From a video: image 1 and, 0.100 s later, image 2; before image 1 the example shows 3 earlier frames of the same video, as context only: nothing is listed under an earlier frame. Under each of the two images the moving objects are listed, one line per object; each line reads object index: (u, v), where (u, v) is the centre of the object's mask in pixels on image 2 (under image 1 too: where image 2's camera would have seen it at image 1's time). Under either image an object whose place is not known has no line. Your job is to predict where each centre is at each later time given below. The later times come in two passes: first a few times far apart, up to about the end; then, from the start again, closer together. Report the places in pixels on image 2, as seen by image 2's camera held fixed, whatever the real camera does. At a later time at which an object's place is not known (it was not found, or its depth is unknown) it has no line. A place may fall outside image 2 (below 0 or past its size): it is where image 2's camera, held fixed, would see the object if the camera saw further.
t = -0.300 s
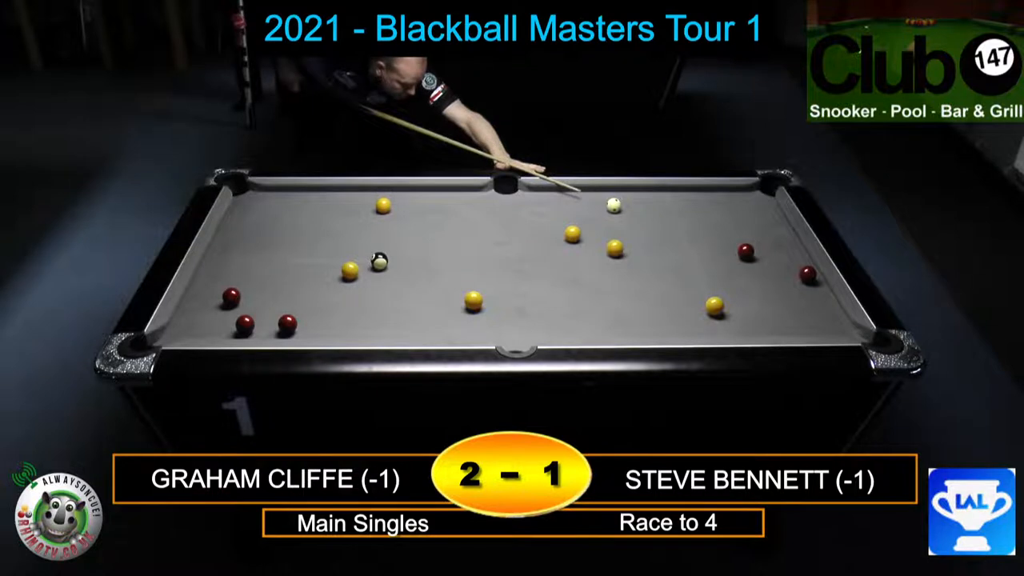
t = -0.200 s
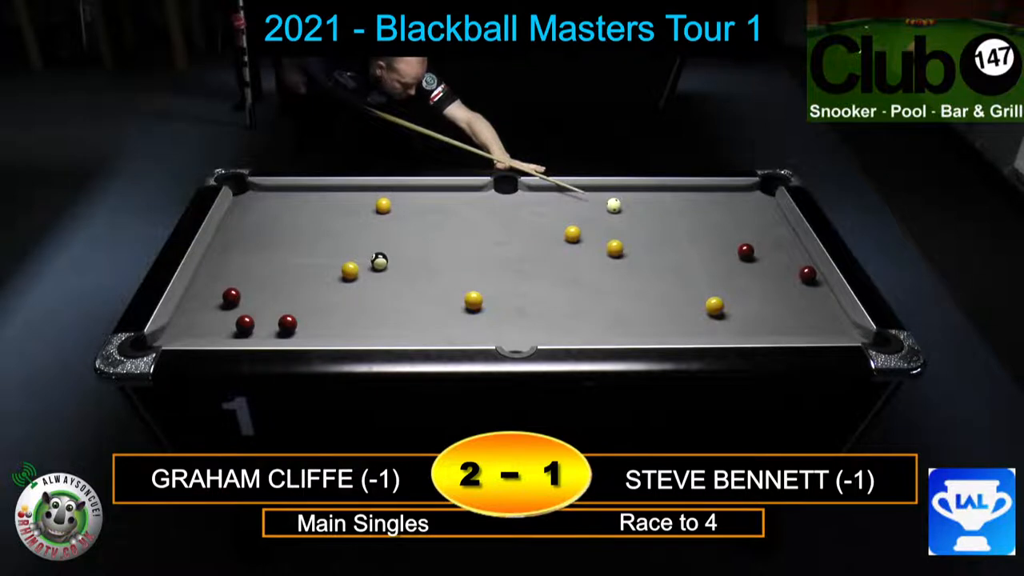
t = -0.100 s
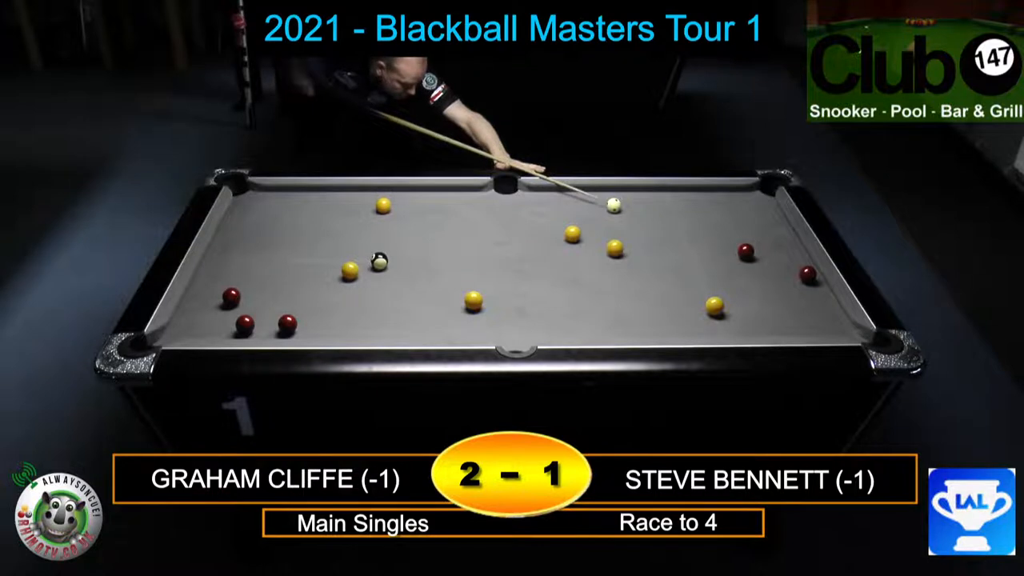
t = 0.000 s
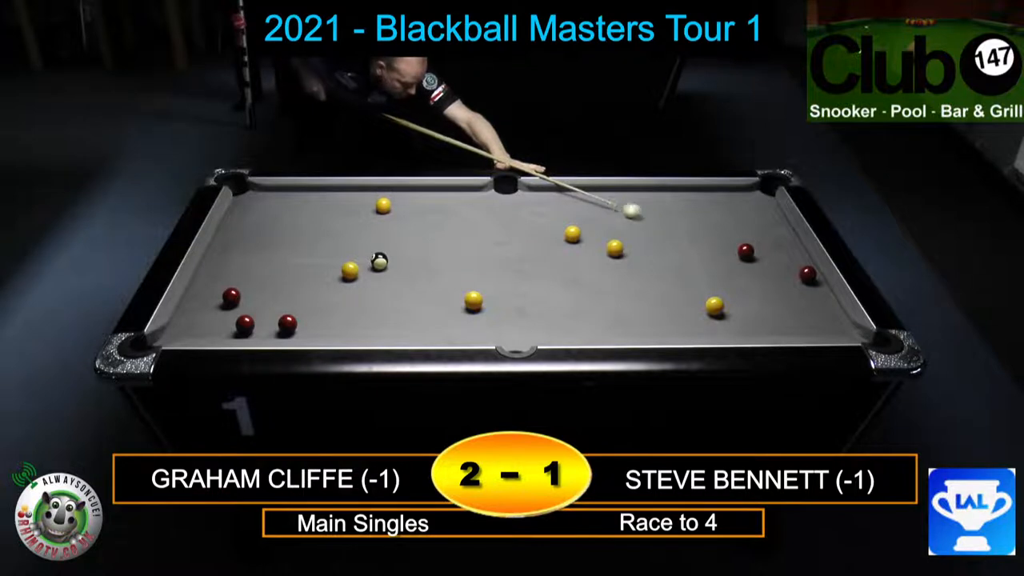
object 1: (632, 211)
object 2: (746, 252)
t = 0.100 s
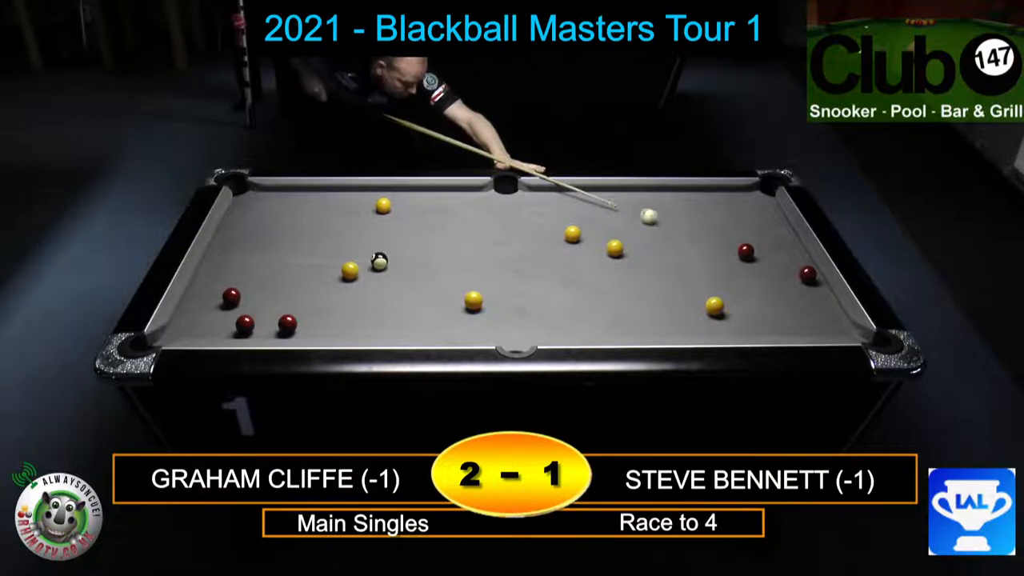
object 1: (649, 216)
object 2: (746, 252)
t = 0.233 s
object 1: (681, 227)
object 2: (746, 252)
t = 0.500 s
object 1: (732, 243)
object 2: (746, 252)
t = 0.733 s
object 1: (756, 243)
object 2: (766, 265)
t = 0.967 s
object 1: (776, 242)
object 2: (784, 278)
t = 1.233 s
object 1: (793, 240)
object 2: (805, 293)
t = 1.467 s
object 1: (781, 240)
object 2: (821, 305)
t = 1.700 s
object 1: (769, 239)
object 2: (837, 318)
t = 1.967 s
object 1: (756, 238)
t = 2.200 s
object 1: (746, 238)
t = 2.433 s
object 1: (739, 237)
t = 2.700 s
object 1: (732, 237)
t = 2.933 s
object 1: (726, 237)
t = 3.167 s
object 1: (722, 238)
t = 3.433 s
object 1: (718, 238)
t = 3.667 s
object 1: (717, 238)
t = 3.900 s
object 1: (716, 238)
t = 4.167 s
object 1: (716, 238)
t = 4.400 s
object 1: (716, 238)
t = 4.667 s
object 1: (716, 238)
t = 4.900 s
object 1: (716, 238)
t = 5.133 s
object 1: (716, 238)
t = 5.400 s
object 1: (716, 238)
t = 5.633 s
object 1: (716, 238)
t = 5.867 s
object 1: (716, 238)
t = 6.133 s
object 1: (716, 238)
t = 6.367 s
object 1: (716, 238)
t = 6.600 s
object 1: (716, 238)
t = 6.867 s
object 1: (716, 238)
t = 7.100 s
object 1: (716, 238)
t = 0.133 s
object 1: (657, 219)
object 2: (746, 252)
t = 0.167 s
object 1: (666, 222)
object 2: (746, 252)
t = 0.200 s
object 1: (674, 225)
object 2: (746, 252)
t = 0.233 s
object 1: (681, 227)
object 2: (746, 252)
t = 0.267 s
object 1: (685, 228)
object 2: (746, 252)
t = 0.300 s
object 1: (691, 230)
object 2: (746, 252)
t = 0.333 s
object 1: (699, 233)
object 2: (746, 252)
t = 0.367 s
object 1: (708, 236)
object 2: (746, 252)
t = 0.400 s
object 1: (716, 238)
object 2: (746, 252)
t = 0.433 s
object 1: (723, 241)
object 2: (746, 252)
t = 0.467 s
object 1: (726, 242)
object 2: (746, 252)
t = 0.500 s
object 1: (732, 243)
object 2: (746, 252)
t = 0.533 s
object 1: (737, 244)
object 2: (749, 254)
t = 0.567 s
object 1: (741, 243)
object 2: (752, 256)
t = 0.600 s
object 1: (745, 243)
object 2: (756, 258)
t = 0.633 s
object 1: (748, 243)
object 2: (759, 260)
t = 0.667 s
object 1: (750, 243)
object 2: (760, 262)
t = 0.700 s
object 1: (752, 243)
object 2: (762, 263)
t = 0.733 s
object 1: (756, 243)
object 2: (766, 265)
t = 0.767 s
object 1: (760, 243)
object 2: (769, 266)
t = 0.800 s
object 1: (763, 243)
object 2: (772, 270)
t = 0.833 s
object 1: (765, 243)
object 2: (774, 272)
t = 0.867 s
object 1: (767, 242)
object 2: (776, 272)
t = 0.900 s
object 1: (770, 242)
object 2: (778, 274)
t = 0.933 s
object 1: (773, 242)
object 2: (781, 276)
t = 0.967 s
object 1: (776, 242)
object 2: (784, 278)
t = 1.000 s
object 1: (779, 241)
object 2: (787, 281)
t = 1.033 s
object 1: (782, 241)
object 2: (790, 282)
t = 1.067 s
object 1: (784, 241)
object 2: (791, 283)
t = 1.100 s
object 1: (786, 241)
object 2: (793, 285)
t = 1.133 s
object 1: (789, 241)
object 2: (796, 287)
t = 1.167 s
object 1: (792, 240)
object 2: (799, 289)
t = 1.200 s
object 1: (794, 240)
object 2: (802, 292)
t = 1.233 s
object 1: (793, 240)
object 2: (805, 293)
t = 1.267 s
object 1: (792, 240)
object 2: (806, 294)
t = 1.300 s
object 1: (790, 240)
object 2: (809, 296)
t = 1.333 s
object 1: (788, 240)
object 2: (812, 299)
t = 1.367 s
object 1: (785, 240)
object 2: (815, 301)
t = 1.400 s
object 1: (783, 240)
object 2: (818, 303)
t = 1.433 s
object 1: (782, 240)
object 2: (820, 305)
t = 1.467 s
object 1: (781, 240)
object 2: (821, 305)
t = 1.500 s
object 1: (779, 239)
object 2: (823, 307)
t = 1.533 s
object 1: (777, 239)
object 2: (826, 309)
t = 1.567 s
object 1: (775, 239)
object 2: (829, 311)
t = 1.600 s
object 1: (773, 239)
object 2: (832, 313)
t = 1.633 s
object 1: (771, 239)
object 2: (834, 315)
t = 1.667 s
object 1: (770, 239)
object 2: (835, 316)
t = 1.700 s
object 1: (769, 239)
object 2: (837, 318)
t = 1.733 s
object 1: (767, 239)
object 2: (840, 319)
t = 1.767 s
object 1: (764, 239)
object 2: (843, 322)
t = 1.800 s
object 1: (763, 239)
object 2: (846, 324)
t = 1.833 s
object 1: (762, 239)
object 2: (848, 326)
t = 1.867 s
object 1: (761, 238)
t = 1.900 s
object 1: (759, 238)
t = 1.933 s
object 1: (758, 238)
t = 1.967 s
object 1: (756, 238)
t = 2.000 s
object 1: (754, 238)
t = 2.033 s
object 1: (753, 238)
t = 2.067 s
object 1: (752, 238)
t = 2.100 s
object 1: (751, 238)
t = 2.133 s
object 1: (749, 238)
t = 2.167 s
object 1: (748, 238)
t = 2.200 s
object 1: (746, 238)
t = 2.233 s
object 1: (745, 237)
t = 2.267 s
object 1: (744, 237)
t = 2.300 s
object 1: (743, 238)
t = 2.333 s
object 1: (742, 237)
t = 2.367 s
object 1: (741, 237)
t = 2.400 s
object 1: (739, 237)
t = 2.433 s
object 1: (739, 237)
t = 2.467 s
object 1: (738, 238)
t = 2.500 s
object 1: (737, 238)
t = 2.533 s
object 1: (736, 238)
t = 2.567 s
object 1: (735, 238)
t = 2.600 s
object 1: (734, 237)
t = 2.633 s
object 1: (733, 237)
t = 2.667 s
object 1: (732, 237)
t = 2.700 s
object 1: (732, 237)
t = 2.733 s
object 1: (730, 238)
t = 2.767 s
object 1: (729, 238)
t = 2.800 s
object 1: (728, 237)
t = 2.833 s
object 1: (728, 237)
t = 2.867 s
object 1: (728, 237)
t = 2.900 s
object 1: (727, 237)
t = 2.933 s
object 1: (726, 237)
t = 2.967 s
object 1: (725, 237)
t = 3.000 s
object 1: (724, 237)
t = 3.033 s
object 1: (724, 237)
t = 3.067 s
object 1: (724, 238)
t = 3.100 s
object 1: (723, 238)
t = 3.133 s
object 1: (722, 238)
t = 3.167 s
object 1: (722, 238)
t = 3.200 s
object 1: (721, 238)
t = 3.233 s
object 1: (721, 238)
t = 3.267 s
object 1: (721, 238)
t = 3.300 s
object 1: (720, 238)
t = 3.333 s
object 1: (719, 238)
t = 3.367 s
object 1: (719, 238)
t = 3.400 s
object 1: (719, 238)
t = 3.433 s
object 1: (718, 238)
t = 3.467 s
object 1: (718, 238)
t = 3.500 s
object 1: (718, 238)
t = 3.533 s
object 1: (718, 238)
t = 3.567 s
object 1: (717, 238)
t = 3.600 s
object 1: (717, 238)
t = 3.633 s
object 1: (717, 238)
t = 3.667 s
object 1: (717, 238)
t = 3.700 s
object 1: (717, 238)
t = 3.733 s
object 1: (717, 238)
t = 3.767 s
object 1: (717, 238)
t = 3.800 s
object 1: (716, 238)
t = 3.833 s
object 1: (716, 238)
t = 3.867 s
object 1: (716, 238)
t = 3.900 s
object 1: (716, 238)
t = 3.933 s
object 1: (716, 238)
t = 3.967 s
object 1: (716, 238)
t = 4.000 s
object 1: (716, 238)
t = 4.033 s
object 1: (716, 238)
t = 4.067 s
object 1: (716, 238)
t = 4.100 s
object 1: (716, 238)
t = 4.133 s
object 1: (716, 238)
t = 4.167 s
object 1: (716, 238)
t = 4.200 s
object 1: (716, 238)
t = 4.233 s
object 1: (716, 238)
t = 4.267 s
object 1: (716, 238)
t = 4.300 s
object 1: (716, 238)
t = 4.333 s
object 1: (716, 238)
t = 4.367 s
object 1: (716, 238)
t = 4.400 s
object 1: (716, 238)
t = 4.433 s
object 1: (716, 238)
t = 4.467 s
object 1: (716, 238)
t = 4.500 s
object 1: (716, 238)
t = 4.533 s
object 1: (716, 238)
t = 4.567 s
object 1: (716, 238)
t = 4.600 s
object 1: (716, 238)
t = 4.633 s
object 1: (716, 238)
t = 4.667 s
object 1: (716, 238)
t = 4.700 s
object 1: (716, 238)
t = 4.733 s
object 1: (716, 238)
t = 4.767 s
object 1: (716, 238)
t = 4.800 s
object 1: (716, 238)
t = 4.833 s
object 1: (716, 238)
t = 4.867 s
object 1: (716, 238)
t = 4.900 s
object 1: (716, 238)
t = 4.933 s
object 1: (716, 238)
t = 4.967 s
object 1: (716, 238)
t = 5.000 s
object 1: (716, 238)
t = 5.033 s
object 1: (716, 238)
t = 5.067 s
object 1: (716, 238)
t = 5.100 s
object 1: (716, 238)
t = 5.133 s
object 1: (716, 238)
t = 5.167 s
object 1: (716, 238)
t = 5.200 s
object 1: (716, 238)
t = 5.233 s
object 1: (716, 238)
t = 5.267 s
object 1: (716, 238)
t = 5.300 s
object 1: (716, 238)
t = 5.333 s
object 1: (716, 238)
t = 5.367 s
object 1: (716, 238)
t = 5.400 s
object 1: (716, 238)
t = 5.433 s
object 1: (716, 238)
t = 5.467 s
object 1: (716, 238)
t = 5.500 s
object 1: (716, 238)
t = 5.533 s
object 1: (716, 238)
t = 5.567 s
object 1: (716, 238)
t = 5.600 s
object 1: (716, 238)
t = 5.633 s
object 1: (716, 238)
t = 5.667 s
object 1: (716, 238)
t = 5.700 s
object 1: (716, 238)
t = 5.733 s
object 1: (716, 238)
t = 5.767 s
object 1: (716, 238)
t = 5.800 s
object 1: (716, 238)
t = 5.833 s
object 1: (716, 238)
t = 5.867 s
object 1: (716, 238)
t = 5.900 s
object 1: (716, 238)
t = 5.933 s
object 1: (716, 238)
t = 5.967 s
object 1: (716, 238)
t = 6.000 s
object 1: (716, 238)
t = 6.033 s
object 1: (716, 238)
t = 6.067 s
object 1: (716, 238)
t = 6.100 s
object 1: (716, 238)
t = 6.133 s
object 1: (716, 238)
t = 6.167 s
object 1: (716, 238)
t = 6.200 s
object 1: (716, 238)
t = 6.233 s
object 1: (716, 238)
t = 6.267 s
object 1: (716, 238)
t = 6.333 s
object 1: (716, 238)
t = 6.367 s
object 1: (716, 238)
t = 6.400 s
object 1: (716, 238)
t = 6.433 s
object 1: (716, 238)
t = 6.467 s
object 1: (716, 238)
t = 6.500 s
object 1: (716, 238)
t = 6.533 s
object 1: (716, 238)
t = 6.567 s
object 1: (716, 238)
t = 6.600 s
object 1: (716, 238)
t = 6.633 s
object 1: (716, 238)
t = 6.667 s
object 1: (716, 238)
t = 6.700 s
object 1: (716, 238)
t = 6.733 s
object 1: (716, 238)
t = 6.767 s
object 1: (716, 238)
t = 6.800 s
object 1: (716, 238)
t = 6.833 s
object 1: (716, 238)
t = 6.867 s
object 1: (716, 238)
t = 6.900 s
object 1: (716, 238)
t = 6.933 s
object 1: (716, 238)
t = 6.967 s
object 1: (716, 238)
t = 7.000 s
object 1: (716, 238)
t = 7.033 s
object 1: (716, 238)
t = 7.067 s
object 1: (716, 238)
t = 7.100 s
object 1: (716, 238)
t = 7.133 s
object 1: (716, 238)
